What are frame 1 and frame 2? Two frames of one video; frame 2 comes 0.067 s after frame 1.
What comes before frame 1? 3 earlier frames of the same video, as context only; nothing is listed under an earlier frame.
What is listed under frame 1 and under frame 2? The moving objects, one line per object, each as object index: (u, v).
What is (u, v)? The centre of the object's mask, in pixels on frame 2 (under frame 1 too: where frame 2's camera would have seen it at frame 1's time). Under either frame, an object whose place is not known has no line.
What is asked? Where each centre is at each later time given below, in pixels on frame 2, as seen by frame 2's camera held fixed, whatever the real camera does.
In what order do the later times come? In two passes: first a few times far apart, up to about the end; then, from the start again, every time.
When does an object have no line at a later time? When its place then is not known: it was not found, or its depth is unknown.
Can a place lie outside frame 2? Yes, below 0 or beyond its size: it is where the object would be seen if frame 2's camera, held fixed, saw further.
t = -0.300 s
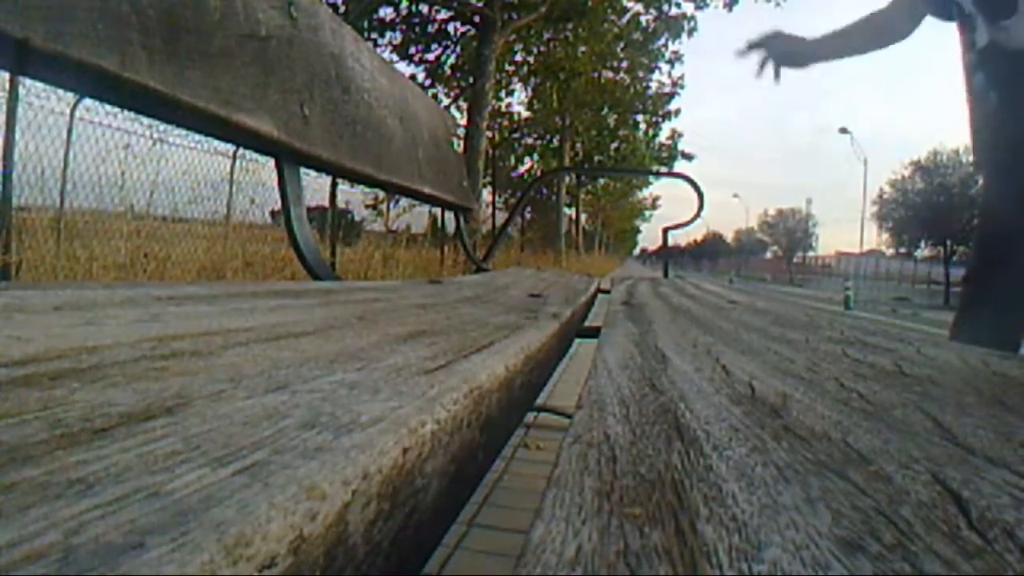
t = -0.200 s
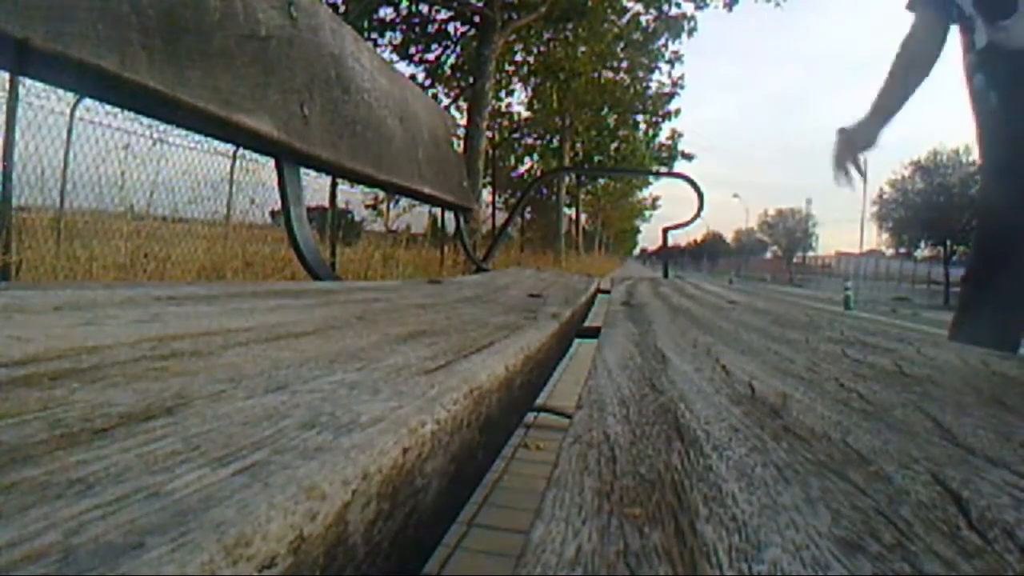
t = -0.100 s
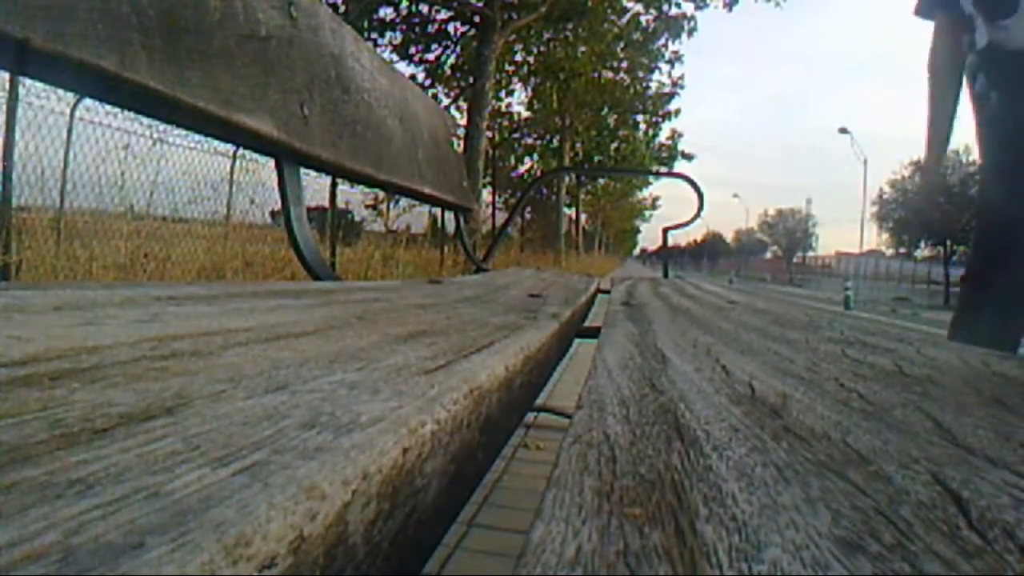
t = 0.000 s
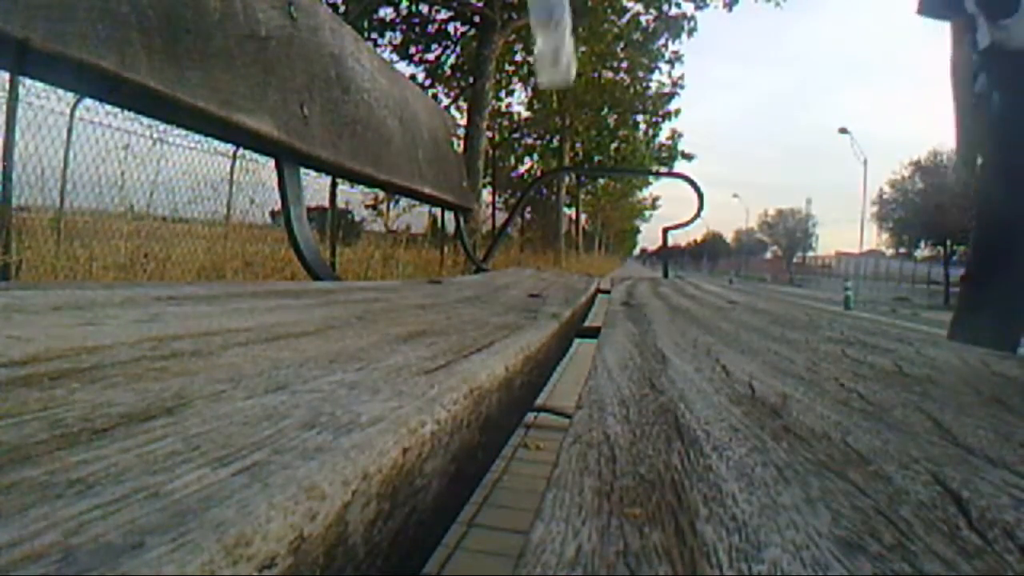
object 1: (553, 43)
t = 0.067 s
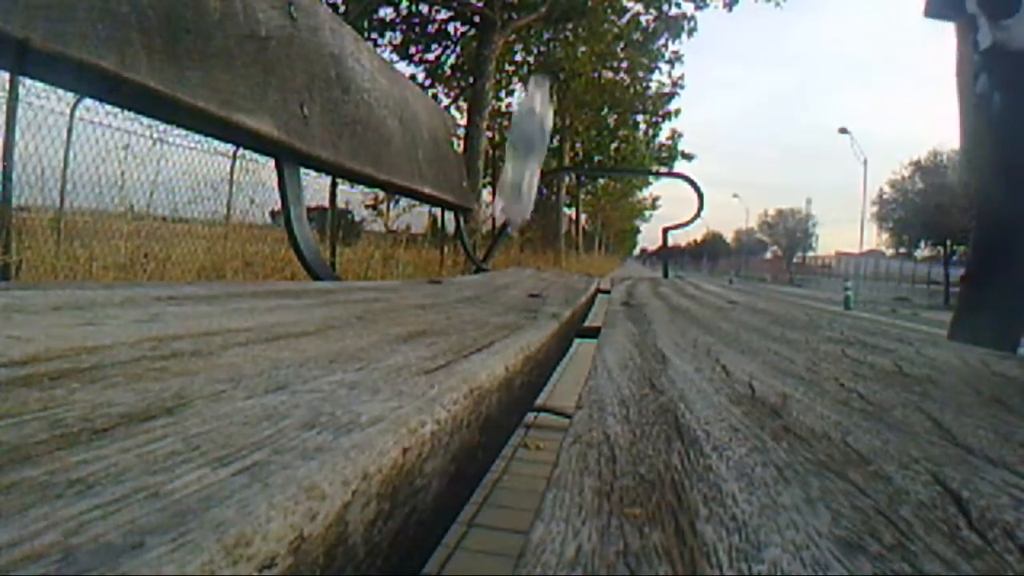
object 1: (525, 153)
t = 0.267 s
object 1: (530, 221)
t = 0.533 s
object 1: (569, 265)
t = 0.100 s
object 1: (513, 220)
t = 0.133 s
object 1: (518, 218)
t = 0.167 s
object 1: (520, 217)
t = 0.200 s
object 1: (521, 217)
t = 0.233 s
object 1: (524, 219)
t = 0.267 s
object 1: (530, 221)
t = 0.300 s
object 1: (537, 224)
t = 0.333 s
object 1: (545, 229)
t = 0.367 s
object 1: (556, 238)
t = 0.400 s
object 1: (564, 254)
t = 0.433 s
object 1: (568, 264)
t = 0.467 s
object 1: (570, 265)
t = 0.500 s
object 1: (570, 265)
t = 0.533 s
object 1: (569, 265)
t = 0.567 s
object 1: (569, 265)
